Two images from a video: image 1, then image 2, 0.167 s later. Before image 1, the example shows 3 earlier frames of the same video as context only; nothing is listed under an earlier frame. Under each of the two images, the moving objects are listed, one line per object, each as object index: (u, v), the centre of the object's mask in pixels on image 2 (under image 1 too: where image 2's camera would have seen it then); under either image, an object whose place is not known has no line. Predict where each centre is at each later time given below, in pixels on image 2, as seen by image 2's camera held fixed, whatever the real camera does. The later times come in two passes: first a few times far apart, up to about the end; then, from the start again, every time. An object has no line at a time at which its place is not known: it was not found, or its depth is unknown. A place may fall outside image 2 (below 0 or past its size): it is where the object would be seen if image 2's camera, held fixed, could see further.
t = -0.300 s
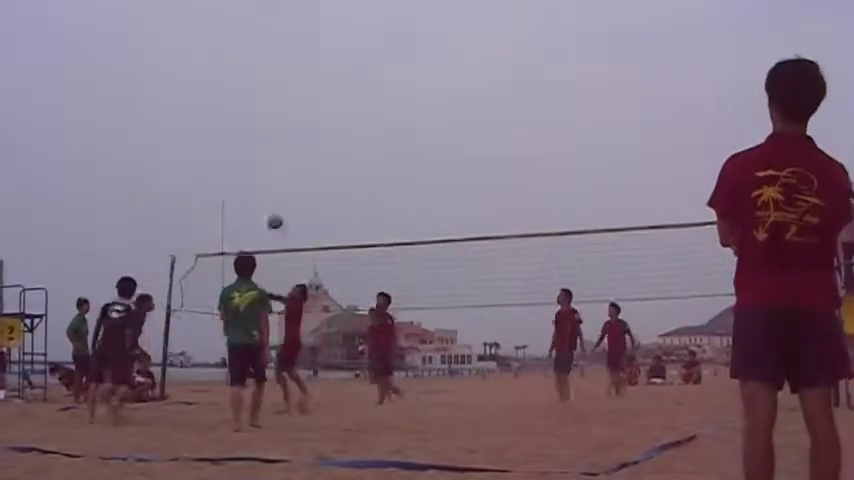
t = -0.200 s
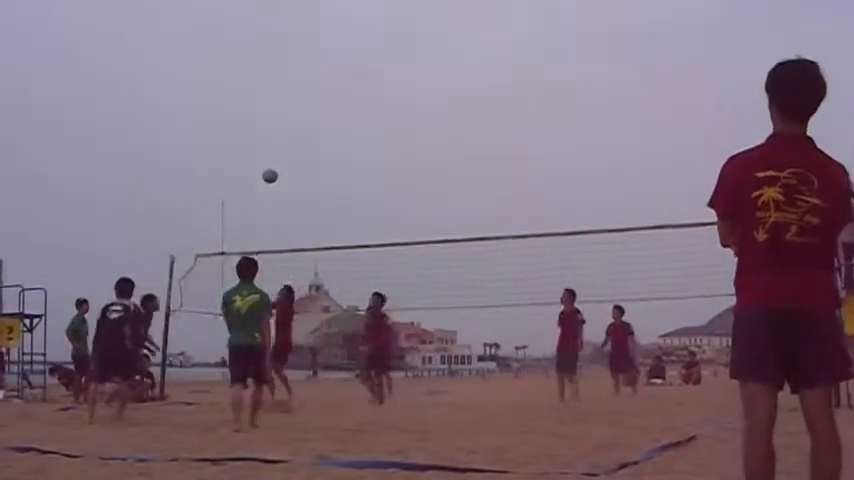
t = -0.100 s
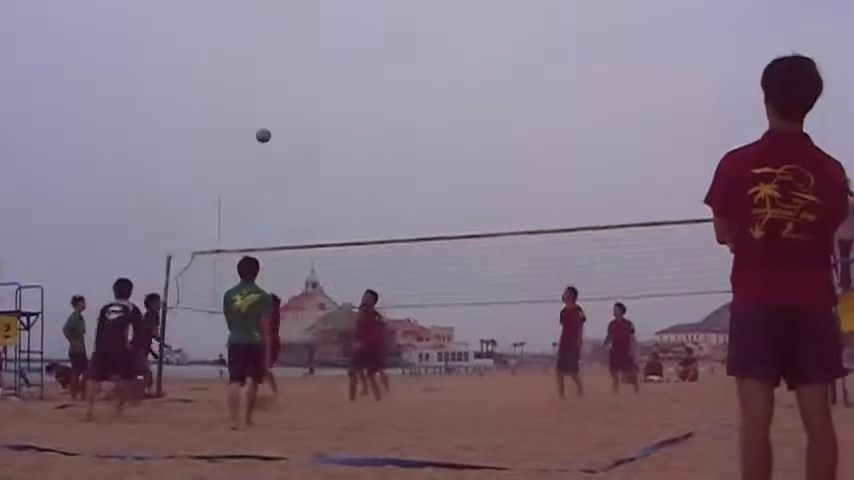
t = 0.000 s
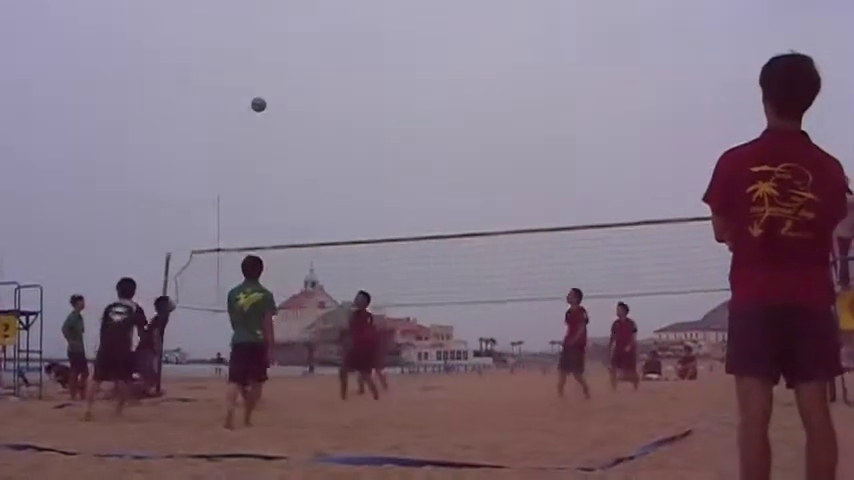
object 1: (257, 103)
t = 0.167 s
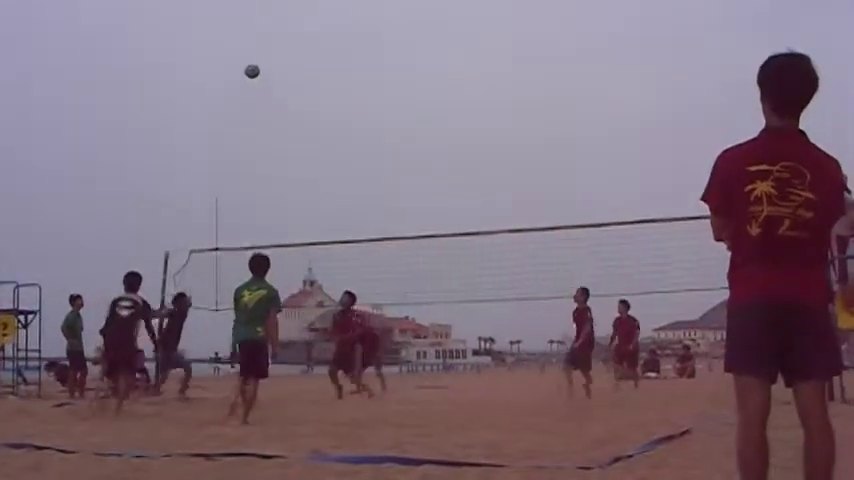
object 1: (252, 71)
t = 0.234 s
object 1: (250, 65)
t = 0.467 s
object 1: (245, 62)
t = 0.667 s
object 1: (243, 87)
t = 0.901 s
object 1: (242, 148)
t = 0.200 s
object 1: (250, 68)
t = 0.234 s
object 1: (250, 65)
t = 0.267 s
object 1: (249, 62)
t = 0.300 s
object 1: (248, 60)
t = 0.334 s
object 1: (247, 59)
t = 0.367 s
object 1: (247, 59)
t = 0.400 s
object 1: (247, 59)
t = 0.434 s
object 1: (246, 60)
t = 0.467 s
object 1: (245, 62)
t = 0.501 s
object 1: (245, 65)
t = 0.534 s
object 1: (244, 68)
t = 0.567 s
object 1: (244, 72)
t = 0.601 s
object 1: (244, 76)
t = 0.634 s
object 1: (244, 82)
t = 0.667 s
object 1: (243, 87)
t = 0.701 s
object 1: (243, 94)
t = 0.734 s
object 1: (243, 102)
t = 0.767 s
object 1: (243, 109)
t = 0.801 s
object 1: (242, 118)
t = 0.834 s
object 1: (242, 128)
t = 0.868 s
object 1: (242, 137)
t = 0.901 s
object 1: (242, 148)
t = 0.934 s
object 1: (243, 159)
